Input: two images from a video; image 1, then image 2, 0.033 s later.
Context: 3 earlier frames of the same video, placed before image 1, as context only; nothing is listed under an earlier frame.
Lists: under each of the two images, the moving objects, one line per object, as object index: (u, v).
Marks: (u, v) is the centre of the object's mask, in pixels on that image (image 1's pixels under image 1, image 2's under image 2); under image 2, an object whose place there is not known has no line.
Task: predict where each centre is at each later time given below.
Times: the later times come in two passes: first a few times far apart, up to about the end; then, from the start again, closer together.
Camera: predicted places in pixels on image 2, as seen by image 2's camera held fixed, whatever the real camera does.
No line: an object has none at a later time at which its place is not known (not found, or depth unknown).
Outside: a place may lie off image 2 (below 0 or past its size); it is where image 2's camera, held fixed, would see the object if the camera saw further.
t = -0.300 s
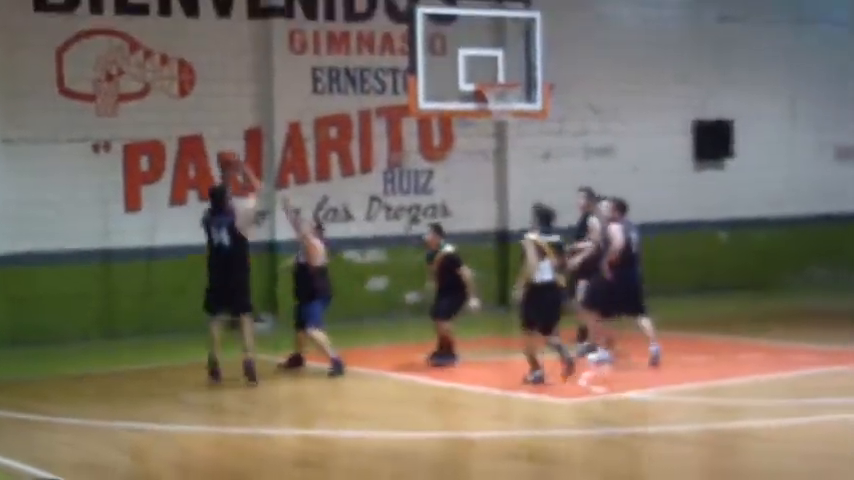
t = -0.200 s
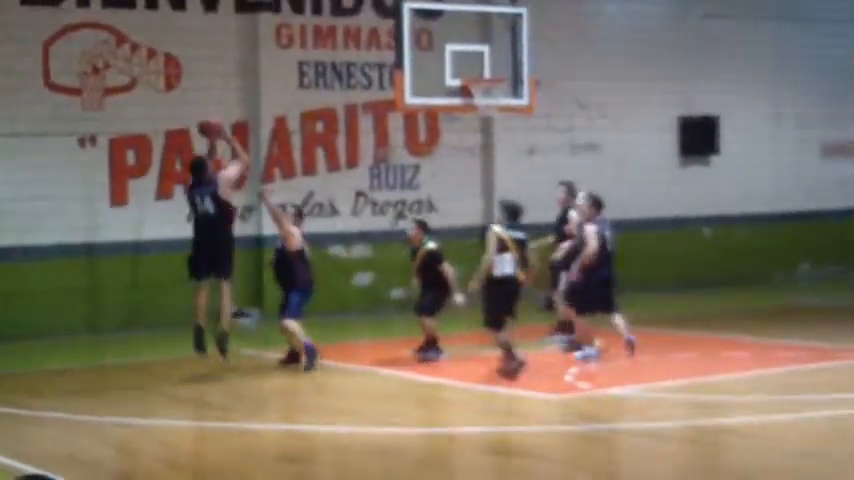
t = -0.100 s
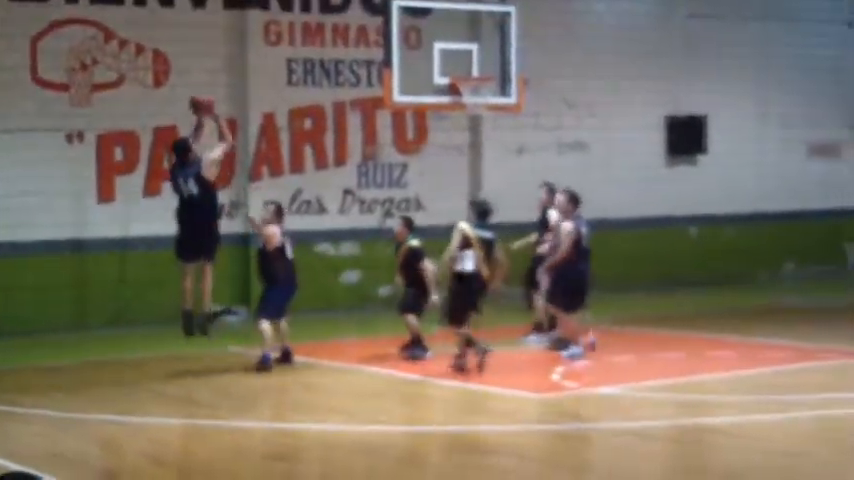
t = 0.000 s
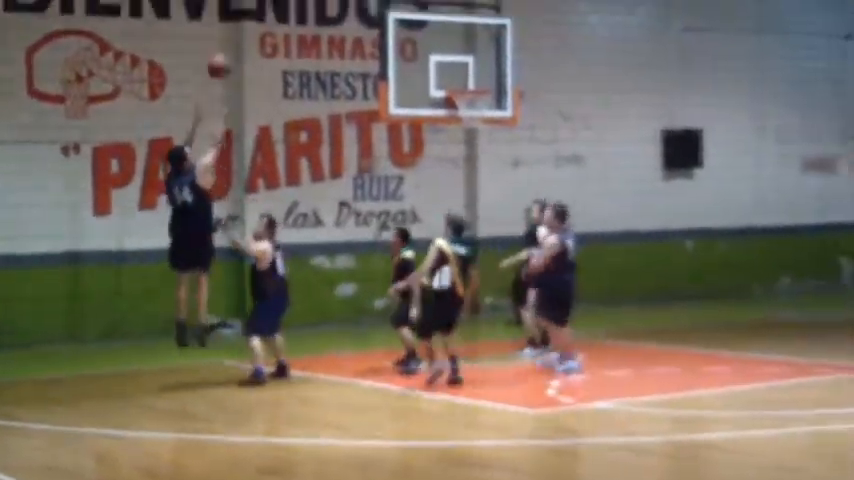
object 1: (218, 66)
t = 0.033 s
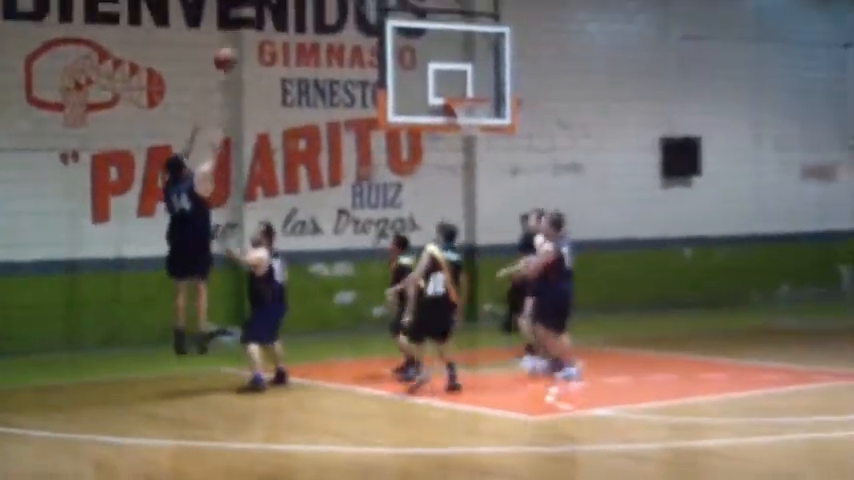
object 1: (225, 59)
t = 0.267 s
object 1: (279, -18)
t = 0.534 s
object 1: (337, -37)
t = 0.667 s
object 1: (364, -21)
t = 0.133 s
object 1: (249, 16)
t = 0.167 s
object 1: (256, 6)
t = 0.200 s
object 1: (263, -4)
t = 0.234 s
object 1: (271, -12)
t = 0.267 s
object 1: (279, -18)
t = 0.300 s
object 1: (285, -26)
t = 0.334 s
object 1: (292, -31)
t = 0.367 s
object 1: (301, -34)
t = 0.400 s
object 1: (308, -36)
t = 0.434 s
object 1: (315, -38)
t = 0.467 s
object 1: (323, -38)
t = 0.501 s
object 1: (329, -38)
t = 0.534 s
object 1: (337, -37)
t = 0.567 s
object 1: (344, -34)
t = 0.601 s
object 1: (349, -30)
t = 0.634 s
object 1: (357, -26)
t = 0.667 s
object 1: (364, -21)
